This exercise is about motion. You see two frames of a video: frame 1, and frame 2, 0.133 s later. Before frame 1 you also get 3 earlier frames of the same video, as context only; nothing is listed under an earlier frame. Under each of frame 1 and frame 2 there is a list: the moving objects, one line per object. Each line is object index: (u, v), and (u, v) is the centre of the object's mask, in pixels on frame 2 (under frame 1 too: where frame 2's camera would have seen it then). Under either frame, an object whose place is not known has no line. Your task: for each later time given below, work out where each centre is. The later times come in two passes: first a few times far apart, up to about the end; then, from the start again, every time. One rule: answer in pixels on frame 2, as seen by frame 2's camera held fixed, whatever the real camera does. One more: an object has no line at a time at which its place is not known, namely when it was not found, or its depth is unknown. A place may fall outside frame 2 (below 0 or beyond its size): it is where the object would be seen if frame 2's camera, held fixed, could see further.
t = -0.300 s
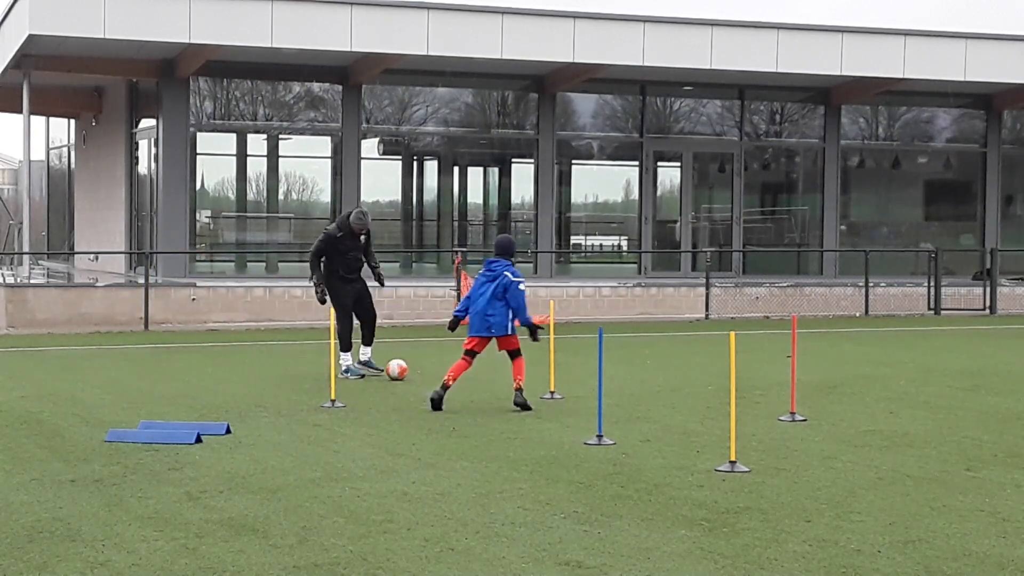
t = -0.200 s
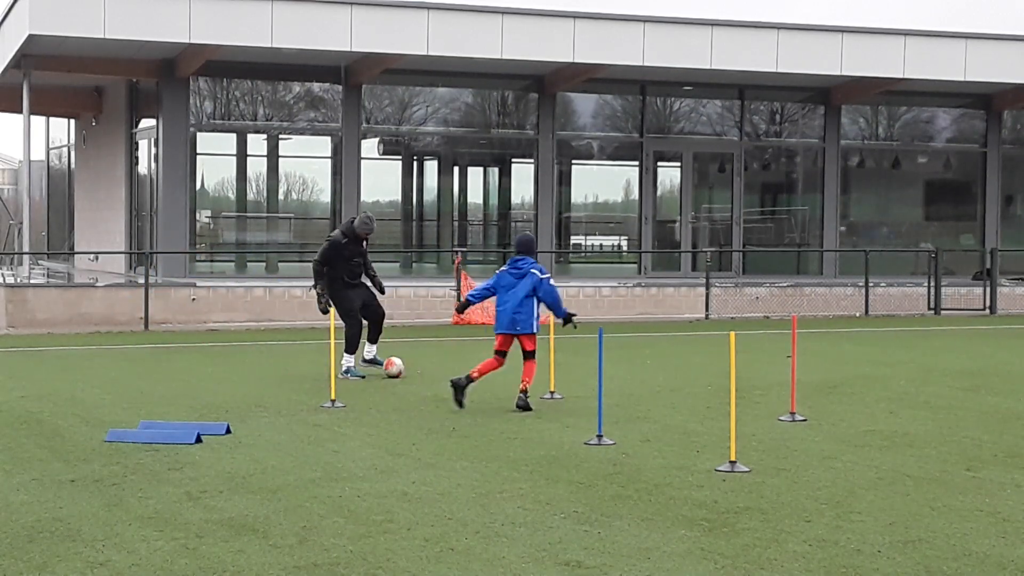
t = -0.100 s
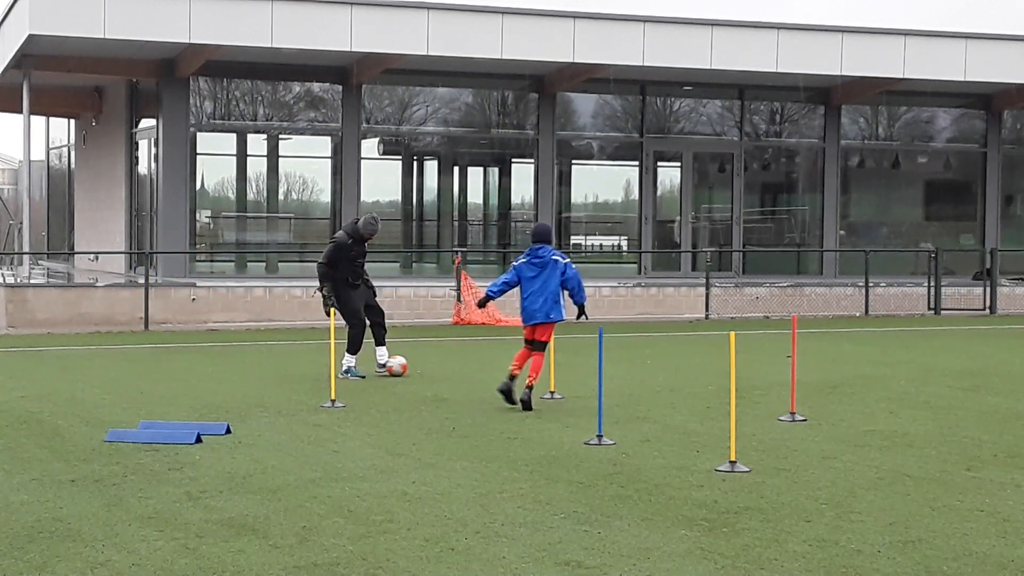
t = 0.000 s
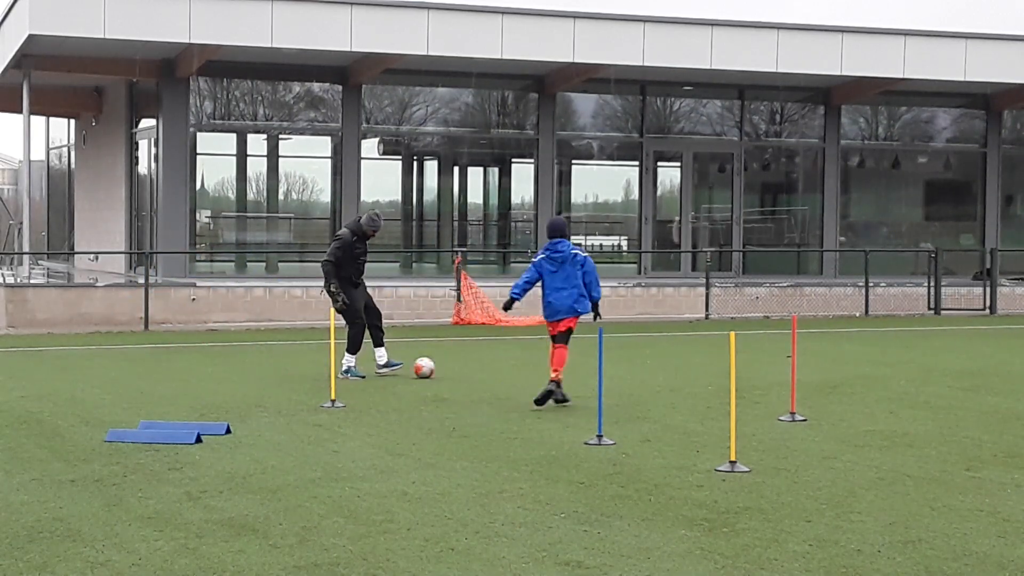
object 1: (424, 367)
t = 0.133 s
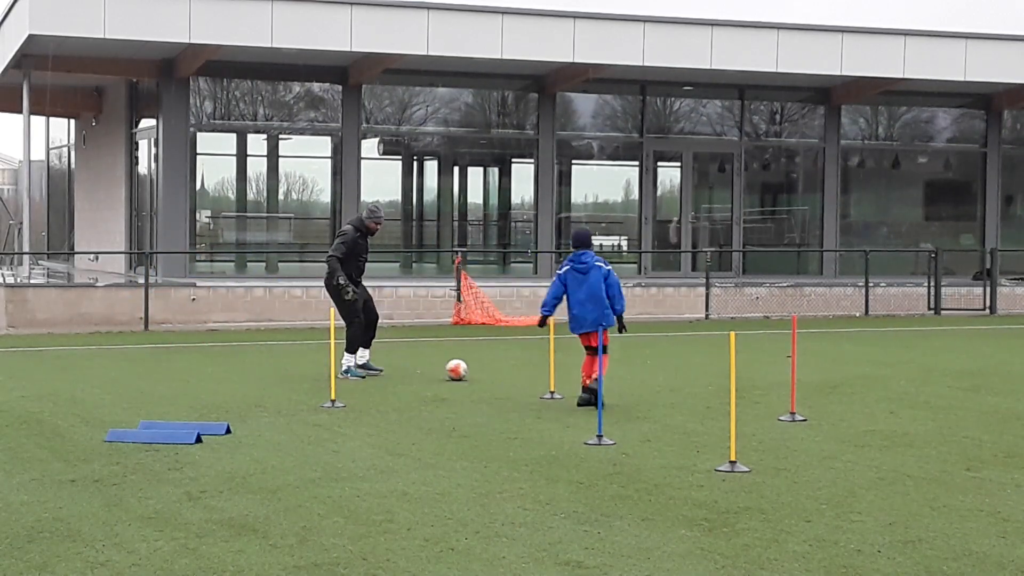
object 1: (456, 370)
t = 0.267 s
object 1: (484, 371)
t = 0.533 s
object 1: (532, 374)
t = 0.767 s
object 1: (574, 377)
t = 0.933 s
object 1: (603, 379)
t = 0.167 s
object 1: (464, 370)
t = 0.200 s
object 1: (471, 370)
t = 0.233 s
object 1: (478, 371)
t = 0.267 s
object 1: (484, 371)
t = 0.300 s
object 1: (491, 372)
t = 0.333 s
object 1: (497, 372)
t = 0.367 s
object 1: (503, 372)
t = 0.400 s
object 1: (509, 373)
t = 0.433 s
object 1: (515, 373)
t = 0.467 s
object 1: (521, 373)
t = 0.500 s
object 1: (527, 374)
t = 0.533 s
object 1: (532, 374)
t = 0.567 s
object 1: (538, 374)
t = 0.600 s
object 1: (542, 375)
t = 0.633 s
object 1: (550, 375)
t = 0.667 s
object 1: (557, 375)
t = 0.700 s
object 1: (563, 376)
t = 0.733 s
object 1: (568, 376)
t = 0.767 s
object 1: (574, 377)
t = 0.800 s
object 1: (579, 377)
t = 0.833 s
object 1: (585, 377)
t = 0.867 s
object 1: (590, 378)
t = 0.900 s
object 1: (596, 378)
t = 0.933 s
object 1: (603, 379)
